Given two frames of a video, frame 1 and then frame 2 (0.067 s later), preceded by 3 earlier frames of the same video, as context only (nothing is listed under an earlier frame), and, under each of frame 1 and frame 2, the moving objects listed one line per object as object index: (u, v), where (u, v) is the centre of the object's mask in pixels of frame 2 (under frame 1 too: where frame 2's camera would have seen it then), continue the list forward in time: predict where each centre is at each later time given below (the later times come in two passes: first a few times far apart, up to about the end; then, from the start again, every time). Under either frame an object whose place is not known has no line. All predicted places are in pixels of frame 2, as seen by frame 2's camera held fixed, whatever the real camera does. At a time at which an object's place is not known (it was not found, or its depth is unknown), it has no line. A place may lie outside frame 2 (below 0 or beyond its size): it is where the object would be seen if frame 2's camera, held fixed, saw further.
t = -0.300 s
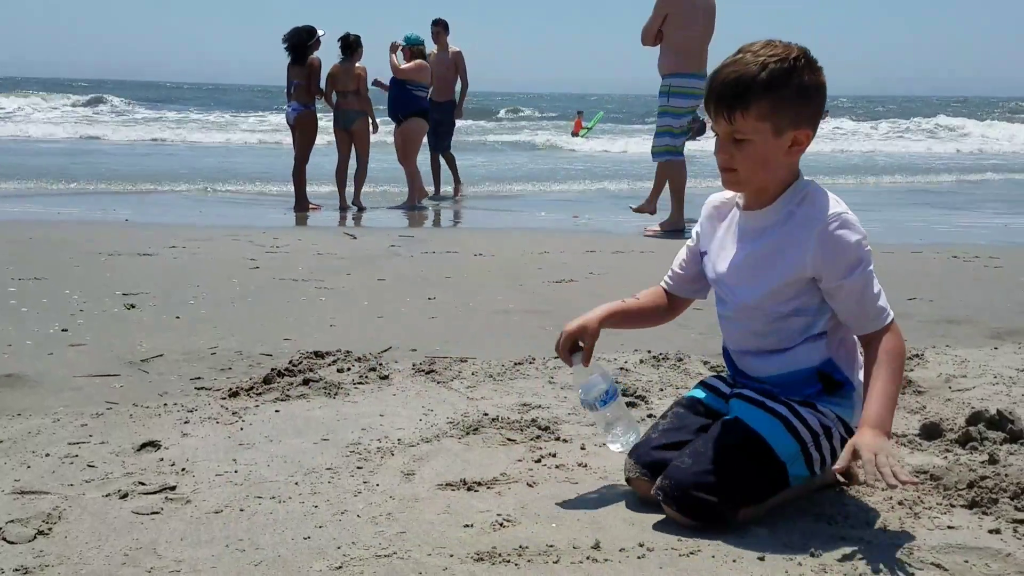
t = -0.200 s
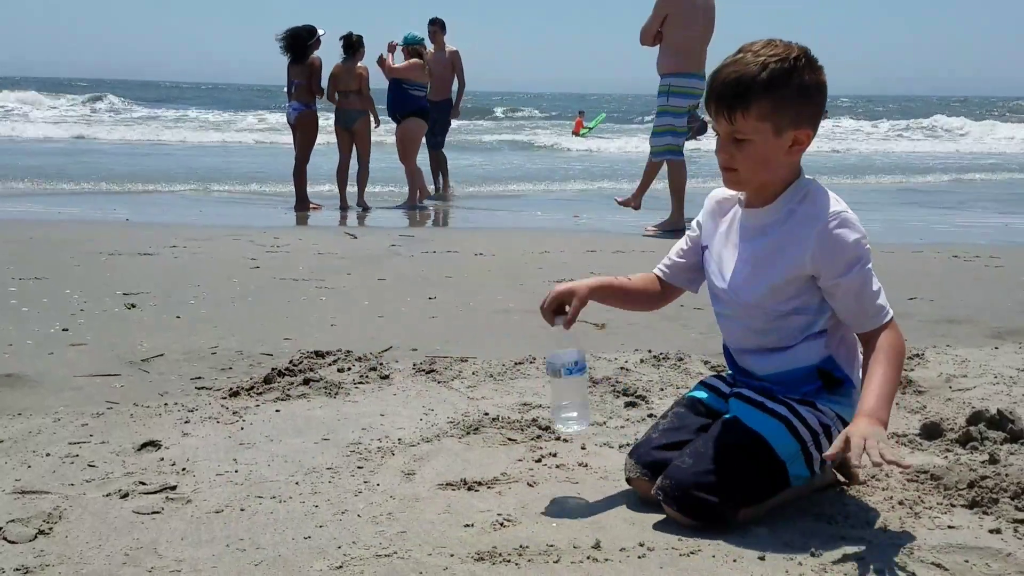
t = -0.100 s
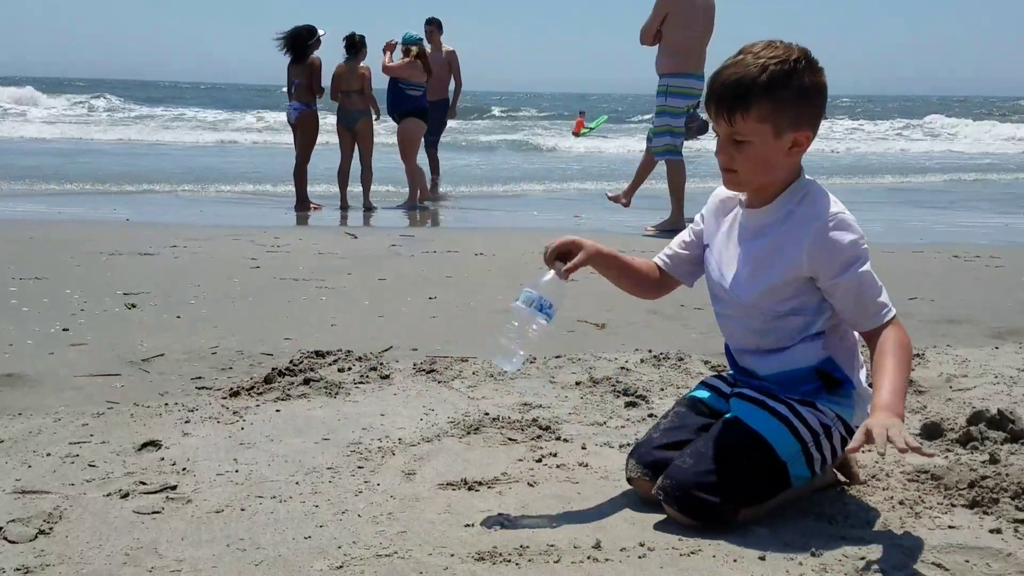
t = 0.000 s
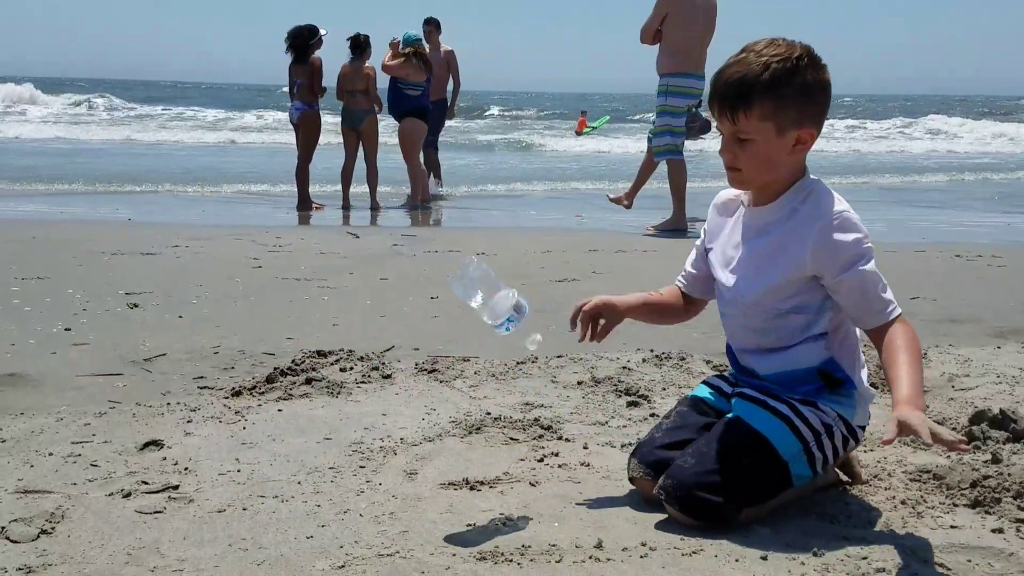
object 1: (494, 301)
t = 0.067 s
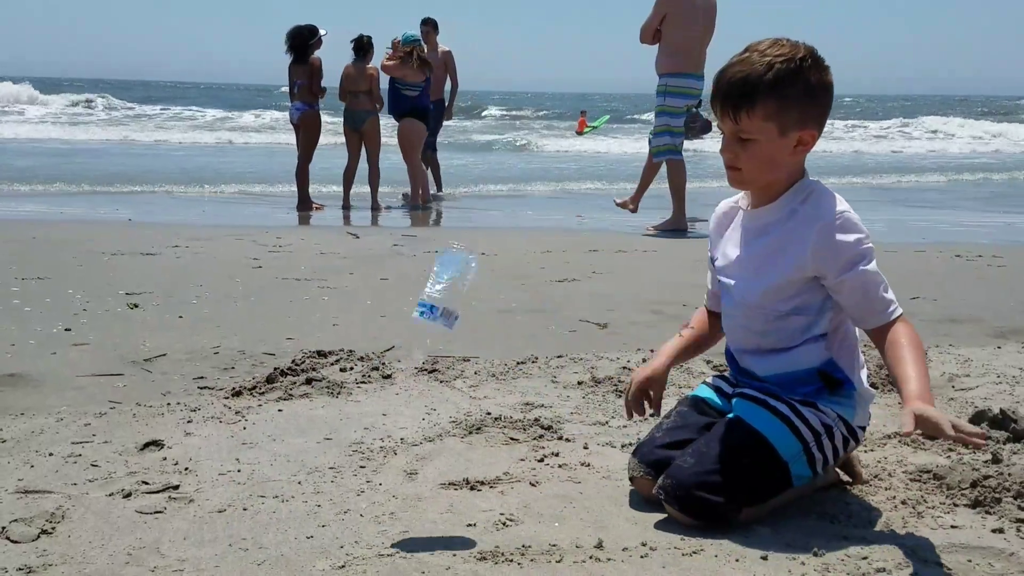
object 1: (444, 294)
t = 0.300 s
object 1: (354, 430)
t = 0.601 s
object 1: (352, 481)
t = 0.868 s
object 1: (351, 482)
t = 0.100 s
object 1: (418, 292)
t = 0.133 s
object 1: (406, 289)
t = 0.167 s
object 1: (394, 297)
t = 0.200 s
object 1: (385, 316)
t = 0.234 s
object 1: (375, 345)
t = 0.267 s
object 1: (364, 382)
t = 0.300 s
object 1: (354, 430)
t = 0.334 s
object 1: (344, 482)
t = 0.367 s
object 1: (342, 481)
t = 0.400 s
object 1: (341, 480)
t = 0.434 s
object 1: (341, 480)
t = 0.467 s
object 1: (342, 480)
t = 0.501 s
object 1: (344, 480)
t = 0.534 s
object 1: (348, 481)
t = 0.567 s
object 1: (352, 481)
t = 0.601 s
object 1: (352, 481)
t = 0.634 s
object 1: (349, 481)
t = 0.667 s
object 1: (349, 481)
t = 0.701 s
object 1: (350, 481)
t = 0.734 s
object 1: (351, 481)
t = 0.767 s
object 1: (351, 481)
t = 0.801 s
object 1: (350, 481)
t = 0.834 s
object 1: (351, 482)
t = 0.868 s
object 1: (351, 482)
